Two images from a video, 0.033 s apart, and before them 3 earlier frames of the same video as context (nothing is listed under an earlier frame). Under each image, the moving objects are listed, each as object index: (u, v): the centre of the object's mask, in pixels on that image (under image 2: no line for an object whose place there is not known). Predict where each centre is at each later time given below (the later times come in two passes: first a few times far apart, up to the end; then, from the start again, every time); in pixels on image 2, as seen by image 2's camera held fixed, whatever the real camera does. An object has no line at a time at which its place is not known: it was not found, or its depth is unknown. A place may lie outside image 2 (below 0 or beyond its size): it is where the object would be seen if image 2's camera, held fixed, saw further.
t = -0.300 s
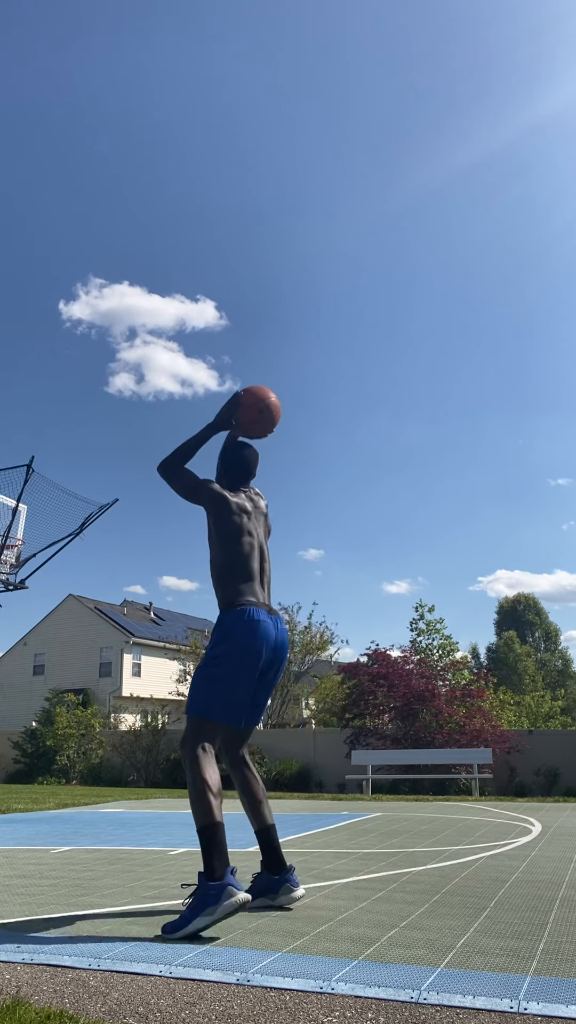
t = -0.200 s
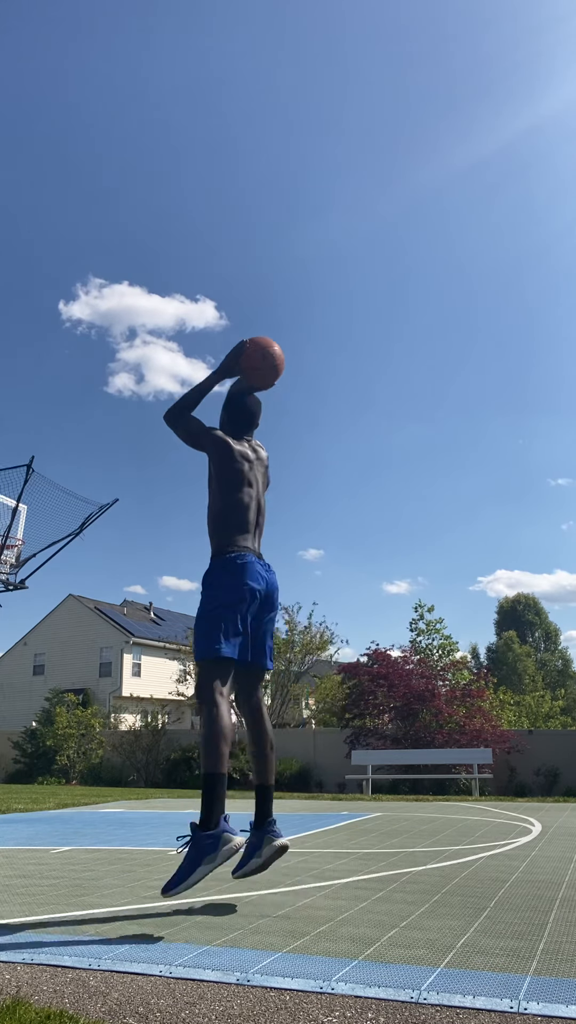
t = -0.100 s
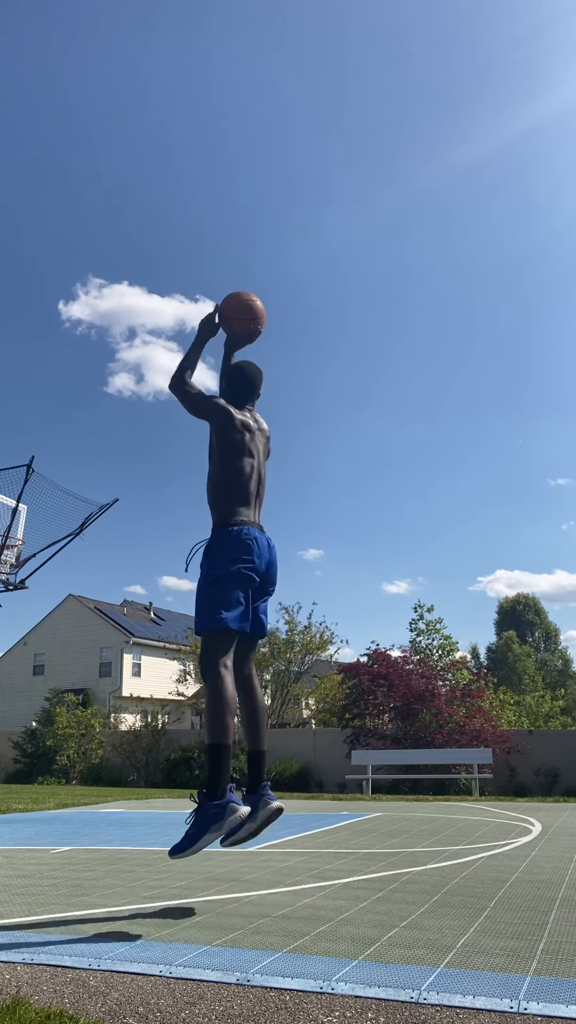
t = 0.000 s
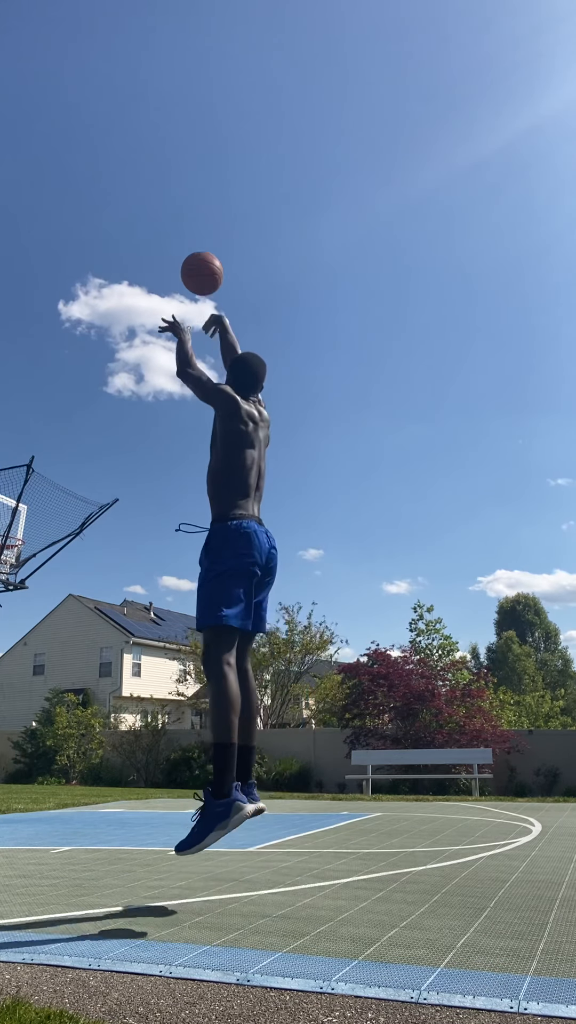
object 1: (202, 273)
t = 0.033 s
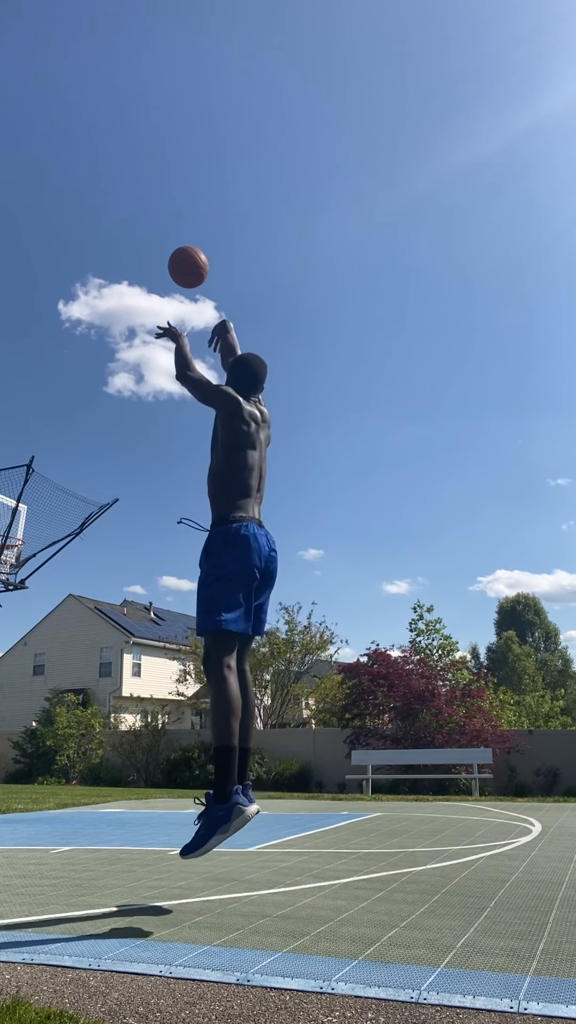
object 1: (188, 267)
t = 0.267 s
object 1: (118, 270)
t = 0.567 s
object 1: (60, 341)
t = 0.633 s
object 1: (50, 364)
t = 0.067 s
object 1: (176, 263)
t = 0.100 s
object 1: (164, 260)
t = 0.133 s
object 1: (154, 260)
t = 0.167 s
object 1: (144, 260)
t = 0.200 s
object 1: (134, 262)
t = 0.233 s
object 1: (126, 266)
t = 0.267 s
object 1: (118, 270)
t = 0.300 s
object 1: (110, 275)
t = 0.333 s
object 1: (103, 281)
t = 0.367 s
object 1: (96, 287)
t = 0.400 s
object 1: (89, 295)
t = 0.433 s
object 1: (83, 303)
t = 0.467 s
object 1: (77, 311)
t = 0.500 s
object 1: (71, 321)
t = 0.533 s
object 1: (65, 331)
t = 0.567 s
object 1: (60, 341)
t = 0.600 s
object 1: (55, 353)
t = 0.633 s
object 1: (50, 364)
